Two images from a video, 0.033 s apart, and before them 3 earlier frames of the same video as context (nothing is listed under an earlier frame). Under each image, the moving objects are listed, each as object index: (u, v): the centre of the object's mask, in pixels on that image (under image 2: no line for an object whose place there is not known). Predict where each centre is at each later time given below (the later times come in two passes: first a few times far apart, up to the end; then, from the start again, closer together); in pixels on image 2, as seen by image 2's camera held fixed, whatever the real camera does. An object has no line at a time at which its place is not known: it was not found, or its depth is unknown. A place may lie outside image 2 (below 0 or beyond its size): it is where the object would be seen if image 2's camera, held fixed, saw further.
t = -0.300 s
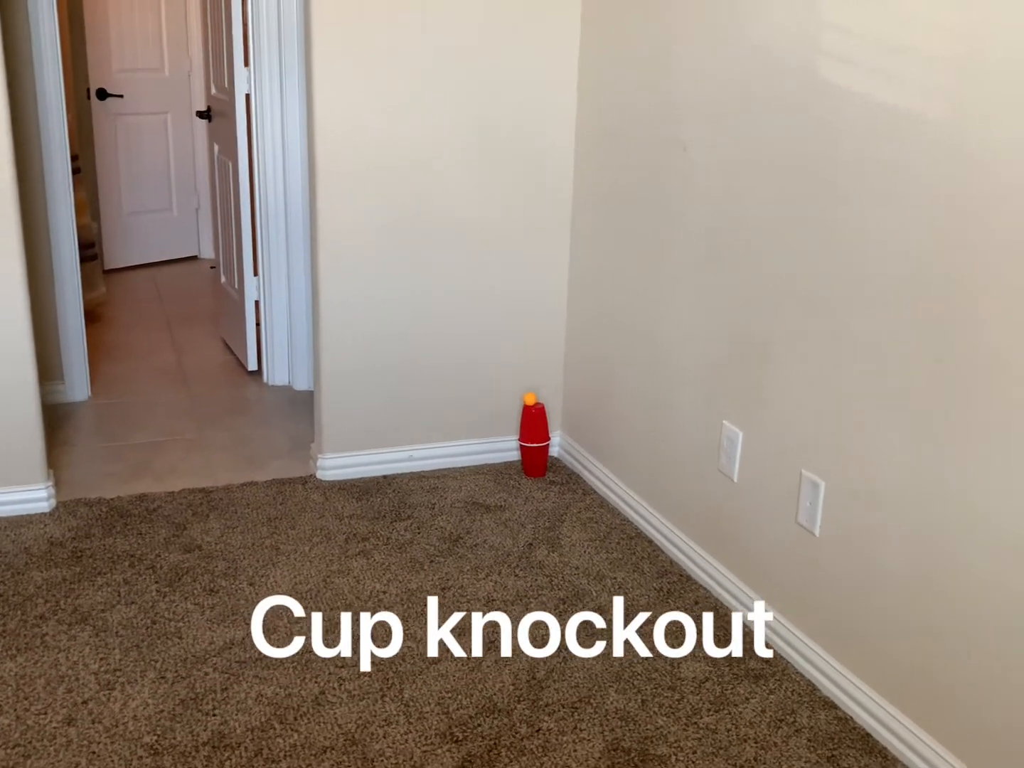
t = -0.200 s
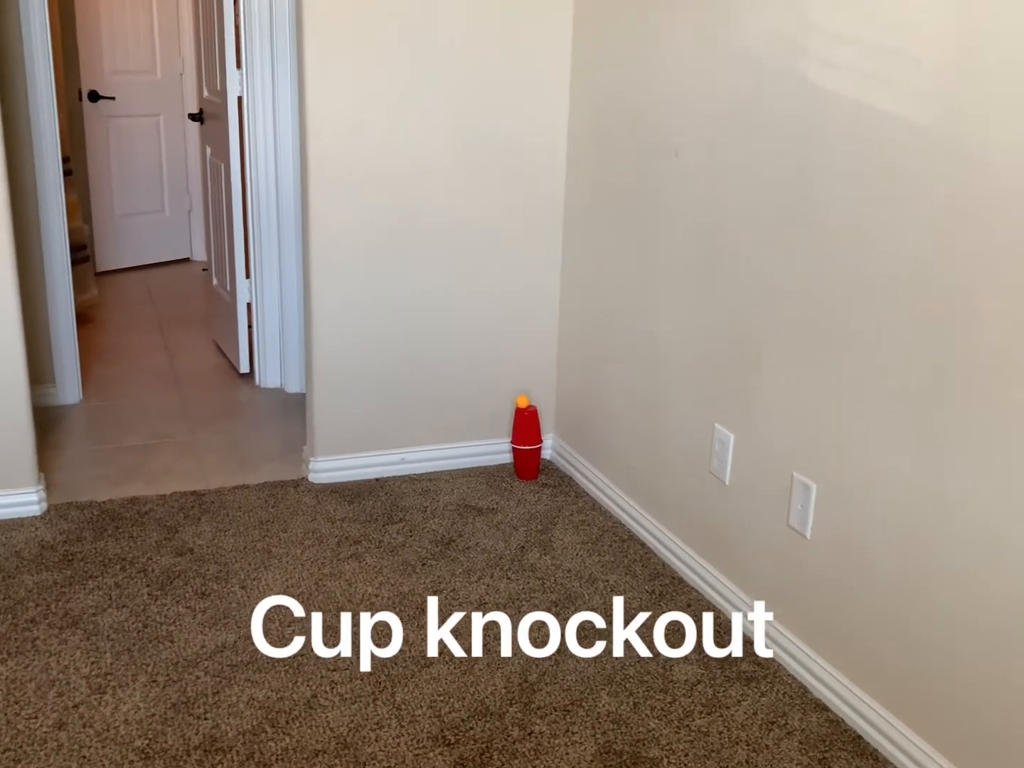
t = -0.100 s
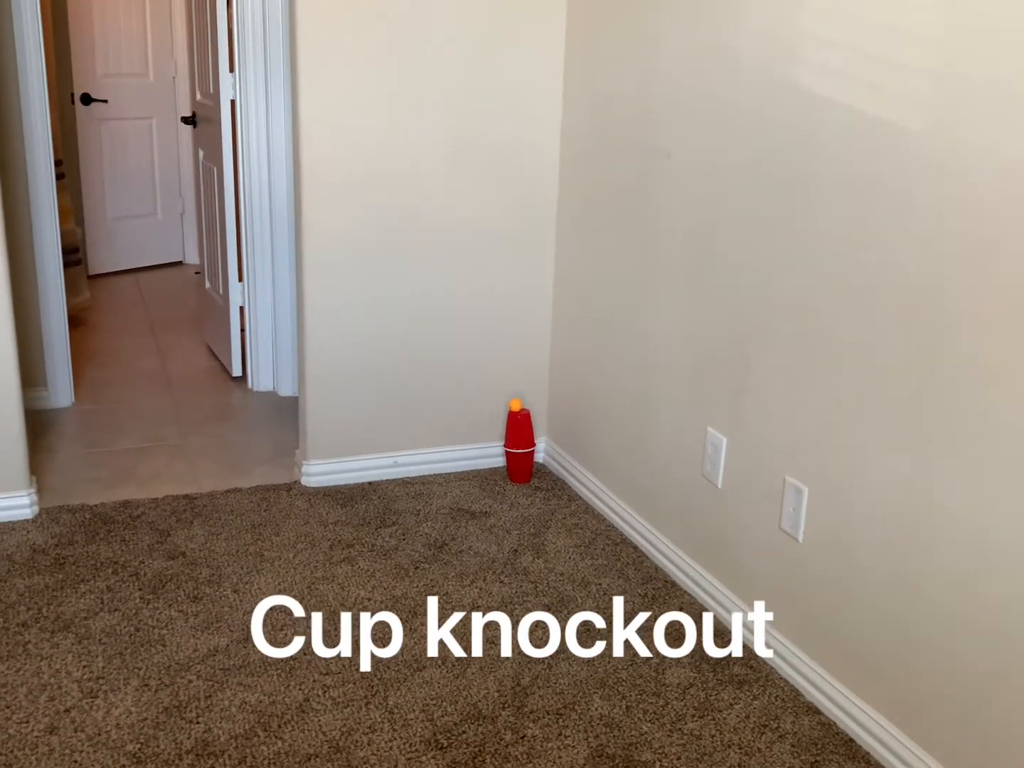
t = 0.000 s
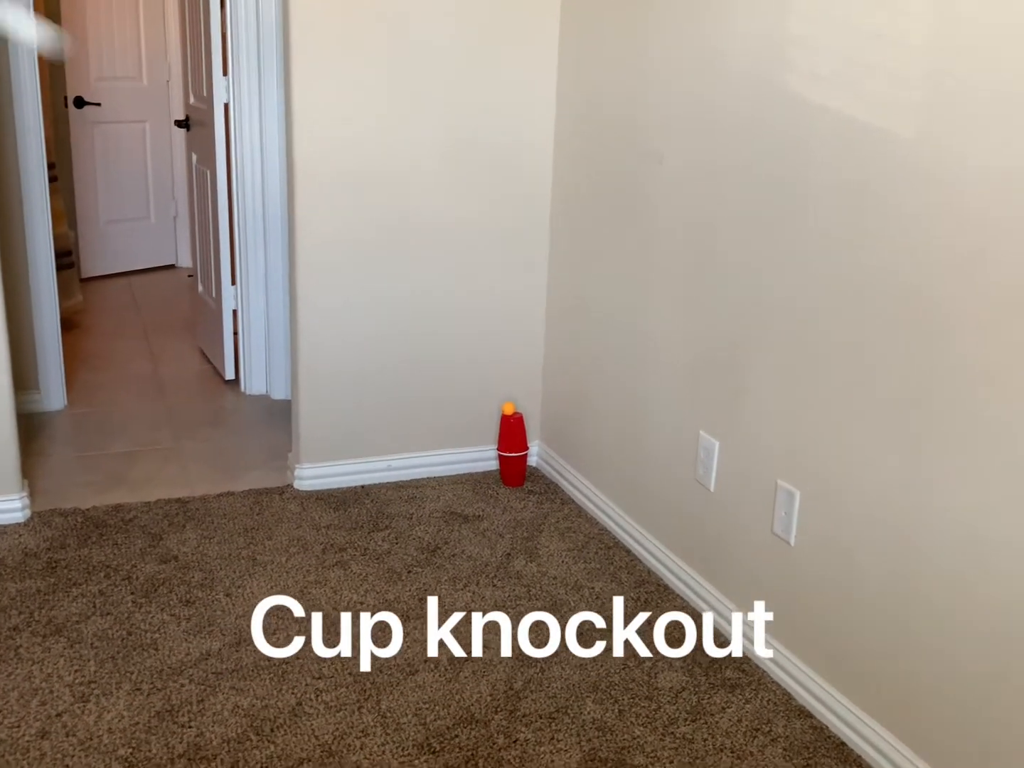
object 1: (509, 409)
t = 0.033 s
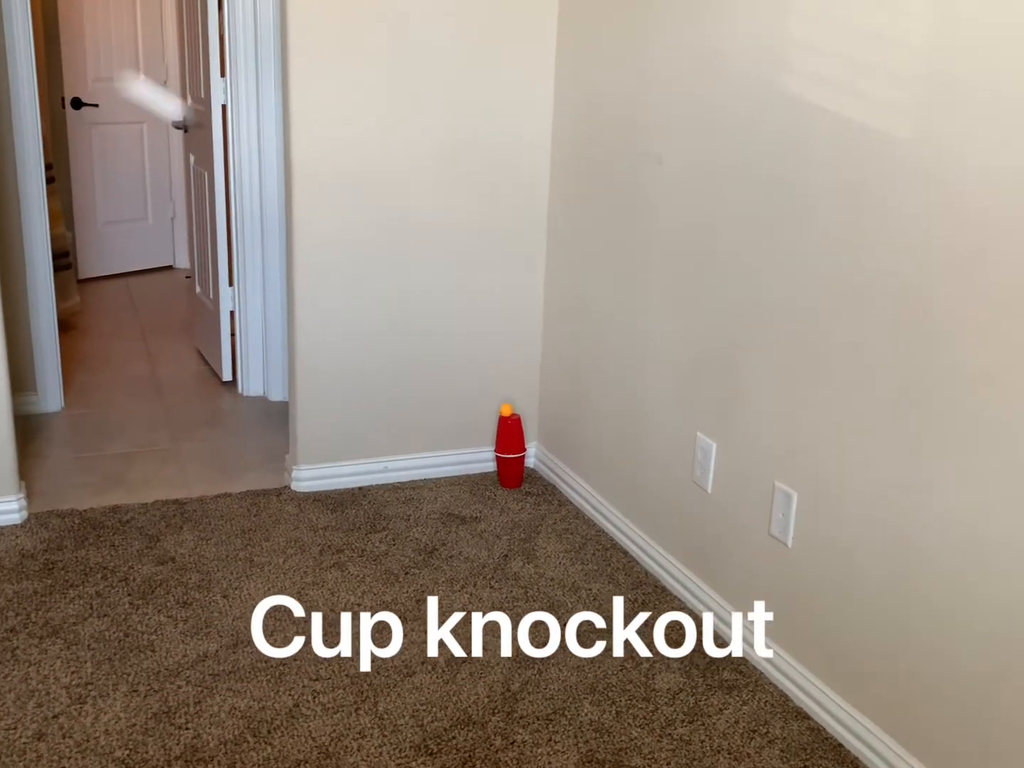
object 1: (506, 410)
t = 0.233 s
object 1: (506, 410)
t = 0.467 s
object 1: (506, 412)
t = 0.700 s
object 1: (500, 458)
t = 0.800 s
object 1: (502, 455)
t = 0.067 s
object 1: (506, 410)
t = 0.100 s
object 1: (506, 410)
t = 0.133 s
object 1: (506, 410)
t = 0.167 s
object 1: (506, 410)
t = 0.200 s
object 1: (506, 410)
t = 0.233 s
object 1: (506, 410)
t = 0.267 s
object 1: (506, 410)
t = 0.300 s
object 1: (506, 410)
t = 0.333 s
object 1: (506, 410)
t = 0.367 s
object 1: (506, 410)
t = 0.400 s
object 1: (506, 410)
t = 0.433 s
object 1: (506, 410)
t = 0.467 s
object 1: (506, 412)
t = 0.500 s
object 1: (507, 416)
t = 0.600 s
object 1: (504, 442)
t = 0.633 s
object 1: (502, 447)
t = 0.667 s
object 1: (500, 456)
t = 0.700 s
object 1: (500, 458)
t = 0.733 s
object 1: (500, 458)
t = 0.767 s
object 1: (502, 456)
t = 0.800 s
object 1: (502, 455)
